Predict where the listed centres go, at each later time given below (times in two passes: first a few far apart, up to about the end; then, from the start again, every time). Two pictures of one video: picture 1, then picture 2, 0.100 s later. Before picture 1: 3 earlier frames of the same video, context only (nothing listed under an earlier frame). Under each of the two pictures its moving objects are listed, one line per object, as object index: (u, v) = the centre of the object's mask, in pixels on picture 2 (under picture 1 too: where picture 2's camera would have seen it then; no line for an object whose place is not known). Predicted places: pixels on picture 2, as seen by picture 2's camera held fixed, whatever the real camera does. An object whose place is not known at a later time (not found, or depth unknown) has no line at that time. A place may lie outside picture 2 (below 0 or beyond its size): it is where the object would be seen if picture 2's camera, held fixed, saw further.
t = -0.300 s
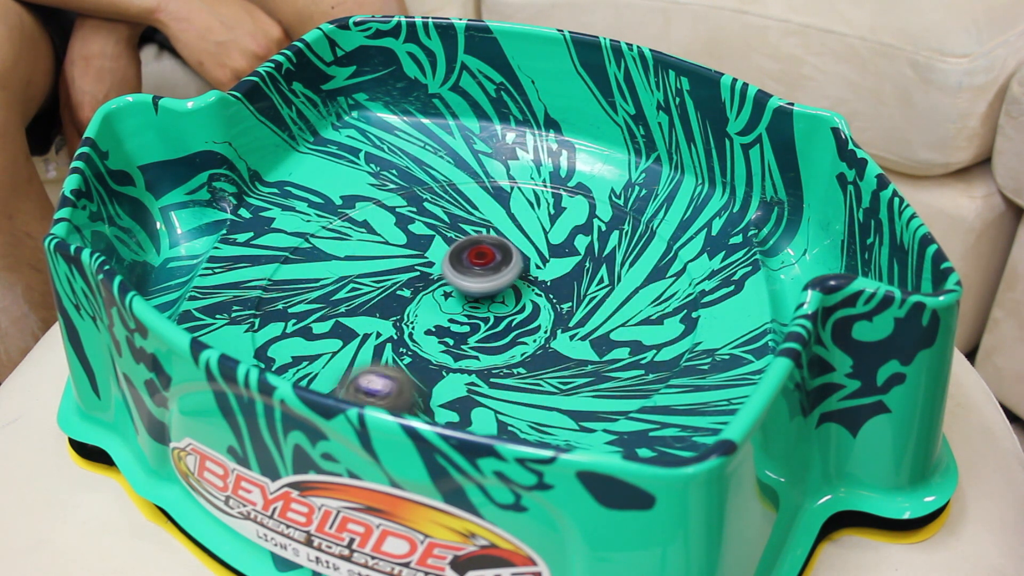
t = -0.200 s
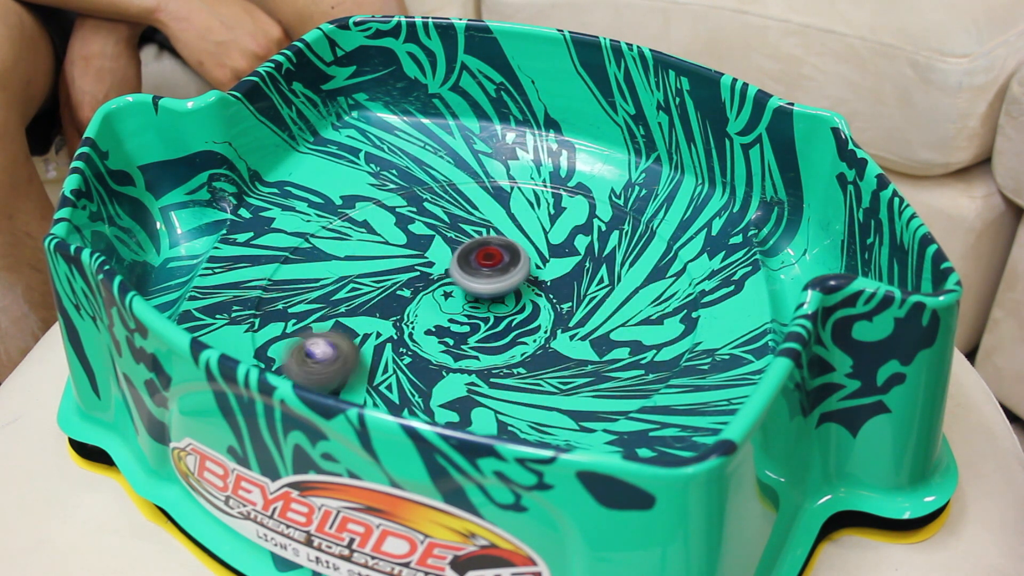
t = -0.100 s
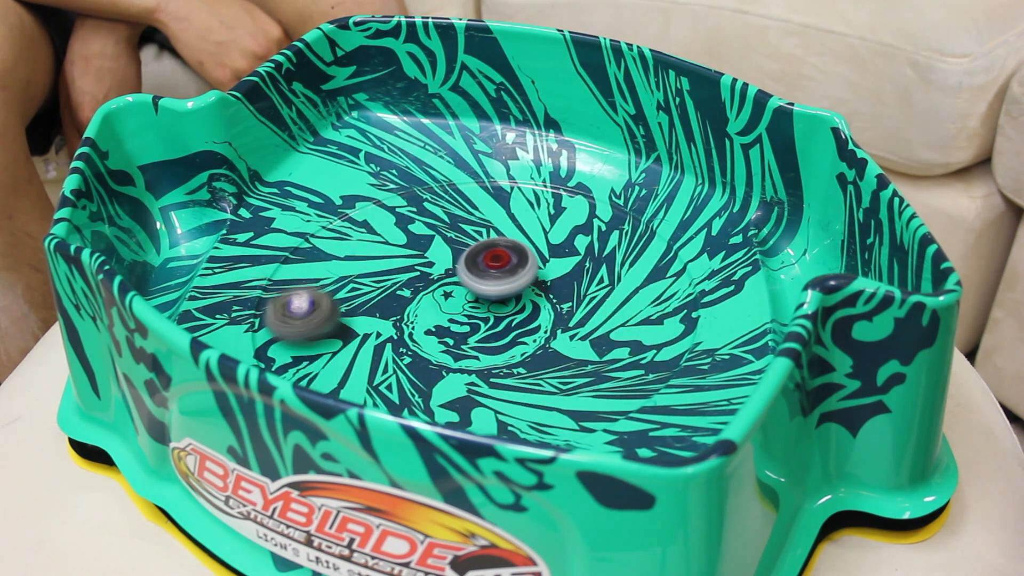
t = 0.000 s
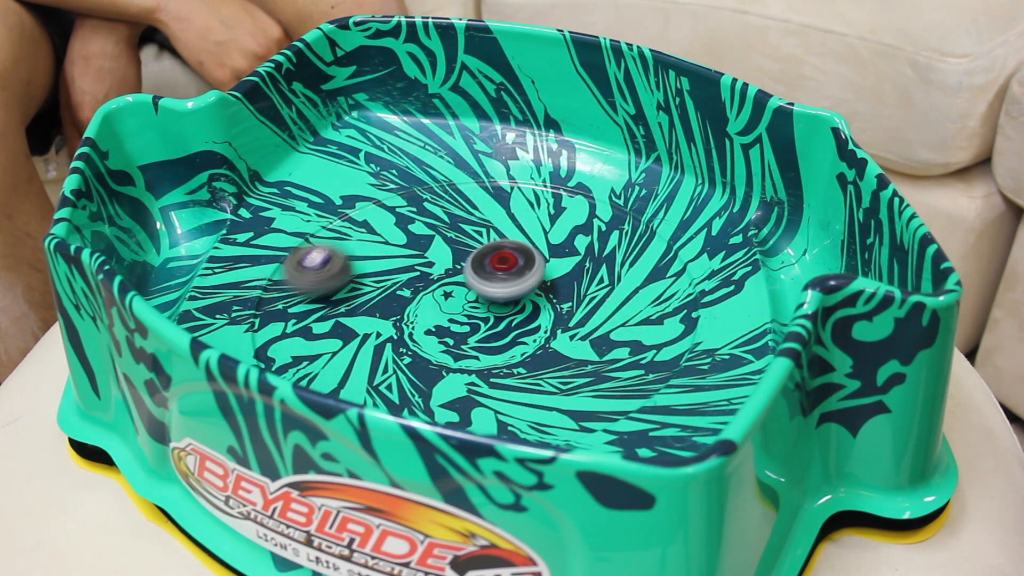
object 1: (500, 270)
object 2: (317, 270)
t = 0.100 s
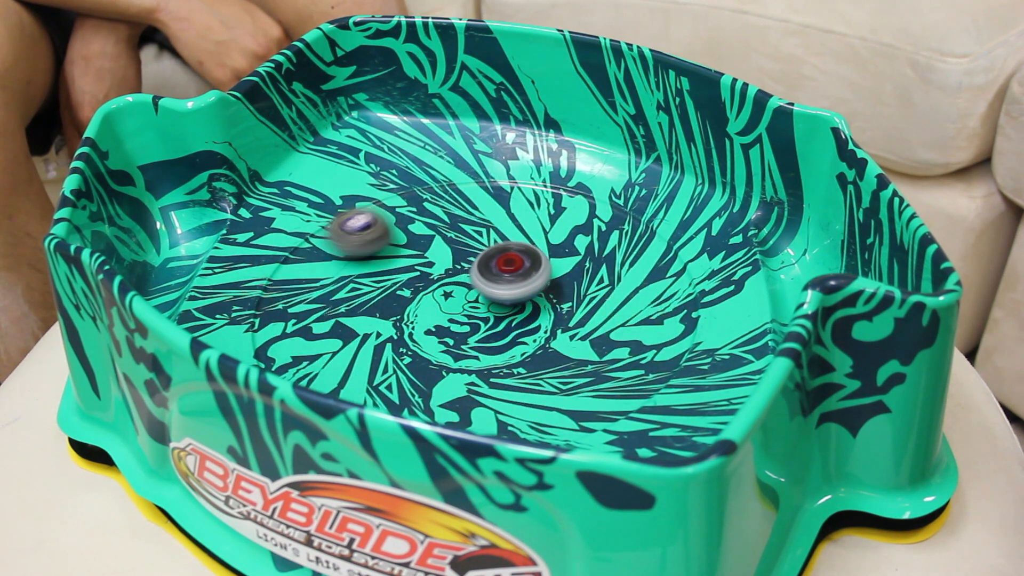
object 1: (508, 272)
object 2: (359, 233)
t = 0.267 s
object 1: (515, 277)
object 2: (462, 201)
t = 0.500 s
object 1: (519, 287)
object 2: (605, 233)
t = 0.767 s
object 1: (519, 299)
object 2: (618, 351)
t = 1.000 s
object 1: (507, 308)
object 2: (448, 399)
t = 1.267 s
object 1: (499, 315)
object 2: (305, 326)
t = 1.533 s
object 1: (481, 320)
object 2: (376, 221)
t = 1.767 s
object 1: (465, 319)
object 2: (523, 205)
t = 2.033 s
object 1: (444, 316)
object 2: (633, 287)
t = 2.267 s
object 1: (429, 312)
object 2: (555, 385)
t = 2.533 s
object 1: (422, 304)
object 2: (355, 378)
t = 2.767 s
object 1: (422, 294)
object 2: (307, 287)
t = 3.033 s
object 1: (429, 283)
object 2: (431, 210)
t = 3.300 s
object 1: (441, 275)
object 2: (591, 235)
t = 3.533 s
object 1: (452, 271)
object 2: (627, 328)
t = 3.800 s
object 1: (467, 270)
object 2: (467, 401)
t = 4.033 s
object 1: (488, 276)
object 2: (325, 351)
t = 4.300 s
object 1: (498, 278)
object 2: (350, 245)
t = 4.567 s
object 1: (505, 282)
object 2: (500, 206)
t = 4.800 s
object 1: (507, 291)
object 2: (615, 256)
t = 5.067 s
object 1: (506, 300)
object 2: (580, 366)
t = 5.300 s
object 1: (498, 306)
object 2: (413, 389)
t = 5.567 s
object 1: (486, 311)
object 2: (315, 302)
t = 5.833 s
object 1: (470, 313)
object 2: (416, 216)
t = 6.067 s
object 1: (454, 312)
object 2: (554, 223)
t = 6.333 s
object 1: (443, 309)
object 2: (618, 318)
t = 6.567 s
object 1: (434, 302)
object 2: (500, 393)
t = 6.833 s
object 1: (435, 296)
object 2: (334, 352)
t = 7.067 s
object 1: (437, 288)
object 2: (343, 261)
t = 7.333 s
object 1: (442, 281)
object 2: (482, 213)
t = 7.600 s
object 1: (455, 277)
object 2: (610, 266)
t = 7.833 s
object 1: (468, 278)
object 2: (582, 359)
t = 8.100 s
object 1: (479, 277)
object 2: (405, 384)
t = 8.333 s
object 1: (488, 280)
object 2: (325, 311)
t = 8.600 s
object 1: (493, 287)
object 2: (406, 226)
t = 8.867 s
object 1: (491, 294)
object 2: (552, 227)
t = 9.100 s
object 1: (486, 299)
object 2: (613, 301)
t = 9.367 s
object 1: (480, 304)
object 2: (508, 384)
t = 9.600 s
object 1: (471, 306)
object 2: (363, 365)
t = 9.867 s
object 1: (460, 305)
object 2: (343, 270)
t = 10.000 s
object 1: (457, 304)
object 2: (397, 234)
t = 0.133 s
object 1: (509, 273)
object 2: (379, 223)
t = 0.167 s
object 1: (511, 274)
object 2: (397, 215)
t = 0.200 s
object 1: (512, 275)
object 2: (419, 209)
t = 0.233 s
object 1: (514, 276)
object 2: (439, 204)
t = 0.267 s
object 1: (515, 277)
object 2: (462, 201)
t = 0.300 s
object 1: (516, 279)
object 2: (482, 201)
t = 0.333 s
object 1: (517, 280)
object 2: (506, 201)
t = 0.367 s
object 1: (517, 281)
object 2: (529, 203)
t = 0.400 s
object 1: (518, 282)
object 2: (550, 209)
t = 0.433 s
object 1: (519, 284)
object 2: (570, 214)
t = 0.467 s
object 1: (519, 285)
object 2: (590, 223)
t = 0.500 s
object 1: (519, 287)
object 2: (605, 233)
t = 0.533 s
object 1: (519, 288)
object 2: (619, 243)
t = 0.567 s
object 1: (519, 290)
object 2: (630, 257)
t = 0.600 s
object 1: (518, 291)
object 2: (638, 271)
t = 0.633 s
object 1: (518, 293)
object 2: (643, 286)
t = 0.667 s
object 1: (518, 294)
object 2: (643, 302)
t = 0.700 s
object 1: (518, 296)
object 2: (639, 319)
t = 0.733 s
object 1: (518, 297)
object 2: (629, 336)
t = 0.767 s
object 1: (519, 299)
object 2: (618, 351)
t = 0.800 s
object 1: (514, 300)
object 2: (603, 364)
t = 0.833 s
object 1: (518, 302)
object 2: (582, 376)
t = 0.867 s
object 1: (513, 303)
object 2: (560, 386)
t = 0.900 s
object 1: (514, 305)
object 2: (533, 394)
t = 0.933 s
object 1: (510, 306)
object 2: (503, 401)
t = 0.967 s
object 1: (513, 308)
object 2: (478, 402)
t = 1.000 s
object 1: (507, 308)
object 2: (448, 399)
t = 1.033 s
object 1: (508, 310)
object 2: (422, 395)
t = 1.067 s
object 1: (507, 311)
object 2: (399, 390)
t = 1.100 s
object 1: (507, 312)
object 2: (376, 385)
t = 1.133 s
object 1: (501, 312)
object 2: (353, 376)
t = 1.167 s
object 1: (503, 313)
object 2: (335, 367)
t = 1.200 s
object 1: (501, 314)
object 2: (320, 353)
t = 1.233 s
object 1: (500, 315)
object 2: (311, 339)
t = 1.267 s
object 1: (499, 315)
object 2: (305, 326)
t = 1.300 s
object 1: (498, 316)
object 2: (303, 311)
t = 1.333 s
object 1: (496, 317)
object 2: (303, 296)
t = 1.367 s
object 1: (493, 318)
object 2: (310, 279)
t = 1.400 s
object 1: (491, 318)
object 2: (317, 266)
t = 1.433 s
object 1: (488, 319)
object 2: (328, 252)
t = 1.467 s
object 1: (486, 319)
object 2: (341, 241)
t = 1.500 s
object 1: (484, 320)
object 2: (358, 230)
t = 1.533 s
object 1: (481, 320)
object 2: (376, 221)
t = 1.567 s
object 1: (479, 320)
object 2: (395, 213)
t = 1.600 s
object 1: (476, 320)
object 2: (416, 208)
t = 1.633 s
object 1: (474, 320)
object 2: (436, 203)
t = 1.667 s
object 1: (472, 320)
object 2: (458, 201)
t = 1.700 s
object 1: (469, 320)
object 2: (479, 201)
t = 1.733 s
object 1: (466, 319)
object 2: (501, 202)
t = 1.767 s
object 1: (465, 319)
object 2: (523, 205)
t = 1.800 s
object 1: (461, 319)
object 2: (544, 211)
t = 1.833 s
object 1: (459, 318)
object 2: (564, 216)
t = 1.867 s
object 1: (457, 318)
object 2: (582, 225)
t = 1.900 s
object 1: (453, 318)
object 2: (597, 235)
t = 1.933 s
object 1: (451, 317)
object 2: (608, 245)
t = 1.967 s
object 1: (448, 317)
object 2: (620, 258)
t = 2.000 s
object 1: (445, 316)
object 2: (628, 273)
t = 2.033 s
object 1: (444, 316)
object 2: (633, 287)
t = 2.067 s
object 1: (442, 315)
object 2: (634, 303)
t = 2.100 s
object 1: (440, 315)
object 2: (629, 319)
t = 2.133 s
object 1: (438, 314)
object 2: (622, 334)
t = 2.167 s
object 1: (436, 314)
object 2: (610, 350)
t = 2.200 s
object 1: (429, 312)
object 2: (595, 363)
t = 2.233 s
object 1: (432, 313)
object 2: (577, 374)
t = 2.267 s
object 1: (429, 312)
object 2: (555, 385)
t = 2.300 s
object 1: (428, 311)
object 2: (530, 394)
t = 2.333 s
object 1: (427, 310)
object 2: (502, 400)
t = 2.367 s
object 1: (426, 309)
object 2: (477, 402)
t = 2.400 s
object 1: (424, 308)
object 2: (448, 399)
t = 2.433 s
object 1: (423, 307)
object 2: (423, 396)
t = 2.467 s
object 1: (423, 306)
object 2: (400, 391)
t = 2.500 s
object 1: (423, 305)
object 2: (376, 386)
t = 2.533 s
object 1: (422, 304)
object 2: (355, 378)
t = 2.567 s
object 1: (421, 302)
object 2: (337, 371)
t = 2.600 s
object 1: (421, 301)
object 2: (321, 359)
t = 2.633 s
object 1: (421, 300)
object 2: (310, 343)
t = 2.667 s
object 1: (421, 299)
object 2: (305, 330)
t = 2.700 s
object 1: (422, 297)
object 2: (302, 315)
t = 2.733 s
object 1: (422, 295)
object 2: (302, 301)
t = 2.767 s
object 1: (422, 294)
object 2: (307, 287)
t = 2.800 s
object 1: (422, 293)
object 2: (315, 273)
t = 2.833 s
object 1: (423, 292)
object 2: (325, 260)
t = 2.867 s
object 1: (423, 290)
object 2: (338, 247)
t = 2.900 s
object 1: (424, 289)
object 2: (354, 237)
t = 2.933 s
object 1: (425, 287)
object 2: (373, 227)
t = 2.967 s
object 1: (426, 286)
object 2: (392, 219)
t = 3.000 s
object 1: (427, 284)
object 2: (410, 214)
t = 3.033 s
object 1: (429, 283)
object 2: (431, 210)
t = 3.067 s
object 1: (430, 281)
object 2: (450, 207)
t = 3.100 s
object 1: (432, 280)
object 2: (473, 205)
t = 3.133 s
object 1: (434, 278)
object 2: (494, 206)
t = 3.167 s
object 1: (435, 277)
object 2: (515, 208)
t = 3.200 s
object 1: (437, 276)
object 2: (536, 212)
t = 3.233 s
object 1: (439, 276)
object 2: (557, 219)
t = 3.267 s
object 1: (440, 275)
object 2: (575, 226)
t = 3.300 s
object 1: (441, 275)
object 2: (591, 235)
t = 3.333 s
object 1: (443, 274)
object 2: (603, 244)
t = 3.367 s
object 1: (444, 274)
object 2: (616, 255)
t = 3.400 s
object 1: (446, 273)
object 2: (625, 268)
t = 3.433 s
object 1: (447, 273)
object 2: (631, 281)
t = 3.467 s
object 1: (449, 272)
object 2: (635, 297)
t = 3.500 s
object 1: (450, 272)
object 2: (633, 312)
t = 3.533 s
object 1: (452, 271)
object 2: (627, 328)
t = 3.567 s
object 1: (454, 271)
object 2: (619, 342)
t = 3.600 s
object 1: (456, 270)
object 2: (607, 356)
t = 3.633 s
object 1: (459, 270)
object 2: (589, 368)
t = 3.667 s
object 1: (458, 269)
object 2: (569, 380)
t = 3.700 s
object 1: (462, 270)
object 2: (548, 387)
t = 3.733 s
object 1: (465, 270)
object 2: (522, 395)
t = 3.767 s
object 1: (467, 271)
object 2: (494, 401)
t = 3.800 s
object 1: (467, 270)
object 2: (467, 401)
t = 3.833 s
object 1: (473, 272)
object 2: (442, 398)
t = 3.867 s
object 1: (476, 272)
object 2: (419, 394)
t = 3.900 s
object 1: (478, 273)
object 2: (398, 388)
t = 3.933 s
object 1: (481, 274)
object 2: (375, 383)
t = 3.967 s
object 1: (484, 275)
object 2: (354, 374)
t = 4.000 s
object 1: (486, 276)
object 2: (336, 363)
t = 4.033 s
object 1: (488, 276)
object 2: (325, 351)
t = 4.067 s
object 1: (490, 277)
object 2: (316, 337)
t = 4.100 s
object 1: (491, 277)
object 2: (312, 324)
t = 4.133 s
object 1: (493, 278)
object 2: (311, 310)
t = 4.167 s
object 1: (494, 278)
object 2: (313, 296)
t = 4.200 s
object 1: (495, 278)
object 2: (319, 281)
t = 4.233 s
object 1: (496, 278)
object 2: (326, 268)
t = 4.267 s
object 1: (497, 278)
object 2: (337, 256)
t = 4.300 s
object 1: (498, 278)
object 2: (350, 245)
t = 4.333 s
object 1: (498, 278)
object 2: (365, 235)
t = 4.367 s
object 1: (499, 279)
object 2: (383, 227)
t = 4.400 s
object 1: (501, 279)
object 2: (401, 219)
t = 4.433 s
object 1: (501, 279)
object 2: (421, 213)
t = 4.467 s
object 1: (502, 280)
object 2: (440, 208)
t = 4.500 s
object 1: (503, 281)
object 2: (458, 207)
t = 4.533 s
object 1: (504, 282)
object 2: (479, 205)
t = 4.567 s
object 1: (505, 282)
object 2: (500, 206)
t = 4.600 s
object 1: (505, 283)
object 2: (520, 208)
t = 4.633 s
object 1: (506, 285)
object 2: (539, 213)
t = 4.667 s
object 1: (506, 286)
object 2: (560, 219)
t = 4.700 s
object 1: (506, 286)
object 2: (577, 227)
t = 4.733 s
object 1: (507, 288)
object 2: (592, 236)
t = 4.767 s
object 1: (507, 289)
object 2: (603, 244)
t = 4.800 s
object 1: (507, 291)
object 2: (615, 256)
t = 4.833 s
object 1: (507, 292)
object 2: (622, 269)
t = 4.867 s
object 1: (506, 293)
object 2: (627, 282)
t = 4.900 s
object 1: (507, 295)
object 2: (629, 298)
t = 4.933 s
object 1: (506, 296)
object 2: (626, 312)
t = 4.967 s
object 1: (506, 297)
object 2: (621, 327)
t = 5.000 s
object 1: (508, 298)
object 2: (611, 341)
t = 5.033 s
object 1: (503, 299)
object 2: (598, 354)
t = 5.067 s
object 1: (506, 300)
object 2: (580, 366)
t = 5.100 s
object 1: (506, 301)
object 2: (562, 377)
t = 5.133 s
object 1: (506, 302)
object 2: (540, 384)
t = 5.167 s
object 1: (505, 303)
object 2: (515, 391)
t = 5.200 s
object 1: (506, 303)
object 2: (489, 396)
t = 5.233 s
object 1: (504, 304)
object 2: (461, 396)
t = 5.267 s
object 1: (505, 305)
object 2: (438, 395)
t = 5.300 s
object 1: (498, 306)
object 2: (413, 389)
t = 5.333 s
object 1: (501, 307)
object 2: (395, 384)
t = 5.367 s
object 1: (499, 308)
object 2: (371, 378)
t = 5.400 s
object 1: (497, 308)
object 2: (351, 369)
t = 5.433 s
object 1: (495, 309)
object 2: (335, 356)
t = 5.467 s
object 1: (494, 310)
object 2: (325, 343)
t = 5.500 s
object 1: (492, 310)
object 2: (318, 329)
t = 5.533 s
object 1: (489, 311)
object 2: (315, 315)
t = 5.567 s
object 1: (486, 311)
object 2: (315, 302)
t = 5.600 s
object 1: (484, 312)
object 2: (318, 288)
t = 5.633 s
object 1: (482, 312)
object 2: (325, 275)
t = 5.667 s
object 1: (481, 312)
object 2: (334, 262)
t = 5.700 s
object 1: (478, 313)
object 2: (346, 250)
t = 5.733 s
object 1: (472, 312)
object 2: (360, 239)
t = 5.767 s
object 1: (473, 313)
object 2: (379, 231)
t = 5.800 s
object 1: (472, 313)
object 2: (396, 222)
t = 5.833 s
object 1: (470, 313)
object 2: (416, 216)
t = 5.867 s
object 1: (468, 313)
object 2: (435, 212)
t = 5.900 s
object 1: (465, 313)
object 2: (453, 211)
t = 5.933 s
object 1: (462, 313)
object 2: (476, 209)
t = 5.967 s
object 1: (460, 313)
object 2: (496, 210)
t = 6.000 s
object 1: (458, 313)
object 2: (516, 212)
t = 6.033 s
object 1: (456, 312)
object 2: (535, 217)
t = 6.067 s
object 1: (454, 312)
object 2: (554, 223)
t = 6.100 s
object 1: (452, 312)
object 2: (573, 232)
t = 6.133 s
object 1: (450, 311)
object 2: (586, 240)
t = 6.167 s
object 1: (450, 311)
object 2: (597, 250)
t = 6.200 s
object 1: (448, 311)
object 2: (608, 262)
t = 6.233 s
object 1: (446, 311)
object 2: (615, 275)
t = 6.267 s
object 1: (446, 310)
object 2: (620, 288)
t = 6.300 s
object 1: (445, 310)
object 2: (621, 303)
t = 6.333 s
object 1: (443, 309)
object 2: (618, 318)
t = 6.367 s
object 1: (443, 308)
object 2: (611, 332)
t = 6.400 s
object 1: (442, 308)
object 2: (600, 346)
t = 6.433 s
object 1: (441, 307)
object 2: (586, 358)
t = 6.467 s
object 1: (440, 306)
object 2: (569, 370)
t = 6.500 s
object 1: (435, 304)
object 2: (548, 379)
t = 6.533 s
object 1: (439, 304)
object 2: (526, 387)
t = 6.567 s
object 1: (434, 302)
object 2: (500, 393)
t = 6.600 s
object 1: (437, 302)
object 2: (477, 395)
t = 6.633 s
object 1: (437, 301)
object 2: (451, 395)
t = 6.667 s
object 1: (437, 301)
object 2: (429, 393)
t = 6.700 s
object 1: (436, 300)
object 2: (405, 386)
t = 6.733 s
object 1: (436, 299)
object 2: (384, 382)
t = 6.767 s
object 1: (435, 298)
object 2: (364, 374)
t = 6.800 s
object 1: (436, 297)
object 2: (347, 363)
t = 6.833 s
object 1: (435, 296)
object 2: (334, 352)
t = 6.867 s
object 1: (435, 295)
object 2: (326, 339)
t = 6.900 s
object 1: (435, 293)
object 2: (321, 326)
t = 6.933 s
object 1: (435, 292)
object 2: (319, 313)
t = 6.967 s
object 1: (435, 291)
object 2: (321, 299)
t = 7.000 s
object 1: (436, 290)
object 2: (325, 286)
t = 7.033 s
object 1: (436, 289)
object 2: (332, 274)
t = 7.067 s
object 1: (437, 288)
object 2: (343, 261)
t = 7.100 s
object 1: (438, 287)
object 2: (356, 250)
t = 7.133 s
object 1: (439, 286)
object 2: (371, 241)
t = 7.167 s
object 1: (439, 286)
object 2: (388, 232)
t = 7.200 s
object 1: (440, 285)
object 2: (406, 225)
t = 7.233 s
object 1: (440, 284)
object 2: (424, 220)
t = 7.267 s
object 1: (441, 283)
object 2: (443, 216)
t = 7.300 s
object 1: (441, 282)
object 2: (461, 214)
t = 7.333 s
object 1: (442, 281)
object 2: (482, 213)
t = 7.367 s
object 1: (442, 281)
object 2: (502, 214)
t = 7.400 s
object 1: (444, 280)
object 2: (522, 217)
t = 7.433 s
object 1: (445, 279)
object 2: (543, 223)
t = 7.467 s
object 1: (447, 279)
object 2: (560, 229)
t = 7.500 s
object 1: (449, 278)
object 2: (576, 235)
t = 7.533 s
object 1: (451, 278)
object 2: (589, 244)
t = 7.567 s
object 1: (453, 277)
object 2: (599, 253)
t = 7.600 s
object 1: (455, 277)
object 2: (610, 266)
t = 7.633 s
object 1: (457, 277)
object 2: (616, 278)
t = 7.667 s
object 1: (458, 277)
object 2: (620, 292)
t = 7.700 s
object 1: (460, 277)
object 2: (620, 305)
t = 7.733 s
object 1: (462, 277)
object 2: (617, 320)
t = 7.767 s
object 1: (464, 277)
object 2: (609, 334)
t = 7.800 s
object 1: (466, 277)
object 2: (598, 348)
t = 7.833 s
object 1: (468, 278)
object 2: (582, 359)
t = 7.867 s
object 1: (470, 278)
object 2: (566, 369)
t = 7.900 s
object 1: (468, 276)
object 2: (546, 378)
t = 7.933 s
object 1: (473, 278)
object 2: (524, 385)
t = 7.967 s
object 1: (474, 277)
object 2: (499, 390)
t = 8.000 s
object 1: (475, 277)
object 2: (475, 393)
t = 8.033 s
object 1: (476, 277)
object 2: (451, 392)
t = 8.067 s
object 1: (478, 277)
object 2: (430, 391)
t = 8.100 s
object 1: (479, 277)
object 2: (405, 384)
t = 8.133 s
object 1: (481, 277)
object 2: (388, 379)
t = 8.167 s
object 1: (483, 278)
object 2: (367, 370)
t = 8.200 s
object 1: (484, 278)
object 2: (352, 361)
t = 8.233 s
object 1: (485, 278)
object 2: (341, 349)
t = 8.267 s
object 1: (486, 278)
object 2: (331, 335)
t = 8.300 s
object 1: (487, 279)
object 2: (327, 323)
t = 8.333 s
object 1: (488, 280)
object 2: (325, 311)
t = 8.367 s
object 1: (489, 281)
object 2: (327, 296)
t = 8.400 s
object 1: (490, 282)
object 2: (331, 284)
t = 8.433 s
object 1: (491, 283)
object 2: (338, 272)
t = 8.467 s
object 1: (491, 284)
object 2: (348, 260)
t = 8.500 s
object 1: (492, 285)
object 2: (359, 250)
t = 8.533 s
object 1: (492, 285)
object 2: (374, 241)
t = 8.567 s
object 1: (492, 286)
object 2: (390, 233)
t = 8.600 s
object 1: (493, 287)
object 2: (406, 226)
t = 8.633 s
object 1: (492, 288)
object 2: (423, 220)
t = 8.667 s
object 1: (493, 289)
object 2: (441, 216)
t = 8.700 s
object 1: (493, 290)
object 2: (458, 215)
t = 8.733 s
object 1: (492, 291)
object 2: (479, 213)
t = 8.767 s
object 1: (492, 291)
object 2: (497, 214)
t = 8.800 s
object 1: (492, 292)
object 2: (518, 217)
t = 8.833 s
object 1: (492, 293)
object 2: (537, 221)
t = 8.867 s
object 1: (491, 294)
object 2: (552, 227)
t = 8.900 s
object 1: (490, 294)
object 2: (569, 234)
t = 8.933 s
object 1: (490, 296)
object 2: (582, 242)
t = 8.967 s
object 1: (489, 296)
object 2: (593, 251)
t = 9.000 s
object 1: (488, 297)
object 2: (602, 263)
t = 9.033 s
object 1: (487, 298)
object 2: (609, 275)
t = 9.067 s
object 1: (486, 298)
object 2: (611, 287)
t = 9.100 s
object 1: (486, 299)
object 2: (613, 301)
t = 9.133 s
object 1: (485, 300)
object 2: (610, 314)
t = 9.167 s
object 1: (485, 300)
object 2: (605, 326)
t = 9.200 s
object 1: (484, 301)
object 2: (596, 340)
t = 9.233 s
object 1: (484, 302)
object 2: (582, 351)
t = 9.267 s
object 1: (483, 302)
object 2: (568, 362)
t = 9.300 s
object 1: (482, 303)
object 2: (550, 371)
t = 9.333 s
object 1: (481, 303)
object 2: (530, 378)
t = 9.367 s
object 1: (480, 304)
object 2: (508, 384)
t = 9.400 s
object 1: (479, 304)
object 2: (485, 388)
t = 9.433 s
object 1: (478, 305)
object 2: (460, 390)
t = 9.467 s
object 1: (477, 305)
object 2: (439, 390)
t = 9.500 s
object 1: (472, 305)
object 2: (418, 386)
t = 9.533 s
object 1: (474, 306)
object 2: (399, 381)
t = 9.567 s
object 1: (473, 306)
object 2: (381, 375)
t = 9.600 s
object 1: (471, 306)
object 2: (363, 365)
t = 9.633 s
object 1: (470, 306)
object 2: (349, 355)
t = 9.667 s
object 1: (468, 306)
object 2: (338, 343)
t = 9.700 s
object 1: (467, 306)
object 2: (331, 331)
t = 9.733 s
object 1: (465, 306)
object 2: (328, 319)
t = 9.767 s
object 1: (464, 306)
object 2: (327, 307)
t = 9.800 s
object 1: (462, 306)
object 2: (331, 294)
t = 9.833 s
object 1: (461, 306)
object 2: (335, 281)
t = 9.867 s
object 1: (460, 305)
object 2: (343, 270)
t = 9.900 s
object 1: (459, 305)
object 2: (353, 259)
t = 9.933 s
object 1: (458, 305)
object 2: (366, 249)
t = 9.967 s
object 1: (457, 305)
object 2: (381, 241)
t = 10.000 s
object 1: (457, 304)
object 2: (397, 234)
